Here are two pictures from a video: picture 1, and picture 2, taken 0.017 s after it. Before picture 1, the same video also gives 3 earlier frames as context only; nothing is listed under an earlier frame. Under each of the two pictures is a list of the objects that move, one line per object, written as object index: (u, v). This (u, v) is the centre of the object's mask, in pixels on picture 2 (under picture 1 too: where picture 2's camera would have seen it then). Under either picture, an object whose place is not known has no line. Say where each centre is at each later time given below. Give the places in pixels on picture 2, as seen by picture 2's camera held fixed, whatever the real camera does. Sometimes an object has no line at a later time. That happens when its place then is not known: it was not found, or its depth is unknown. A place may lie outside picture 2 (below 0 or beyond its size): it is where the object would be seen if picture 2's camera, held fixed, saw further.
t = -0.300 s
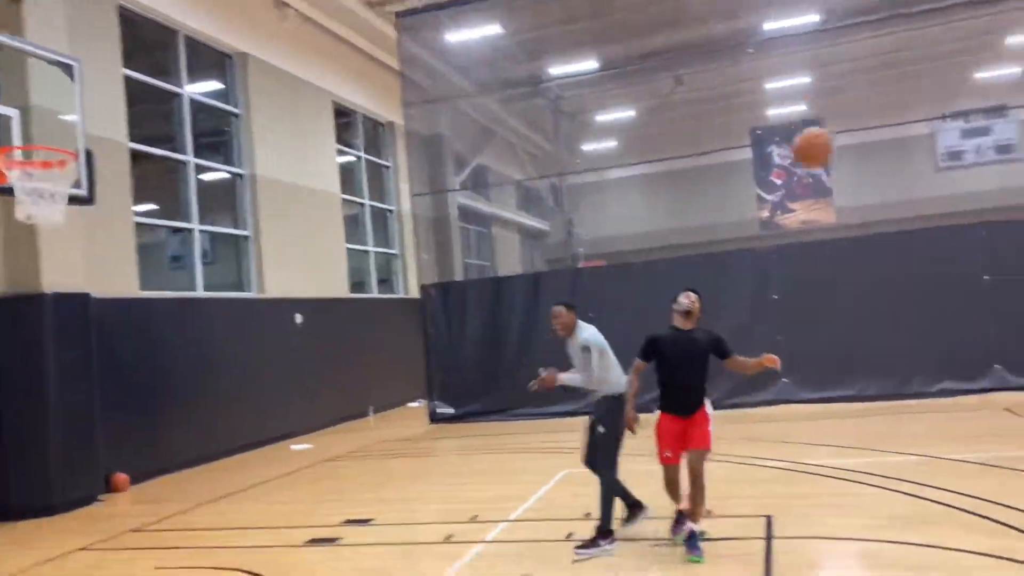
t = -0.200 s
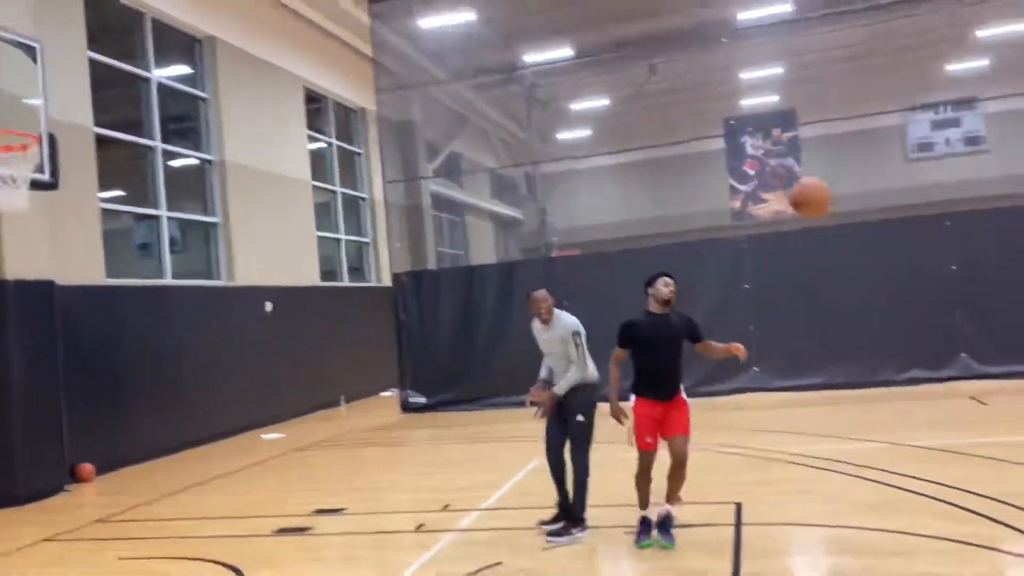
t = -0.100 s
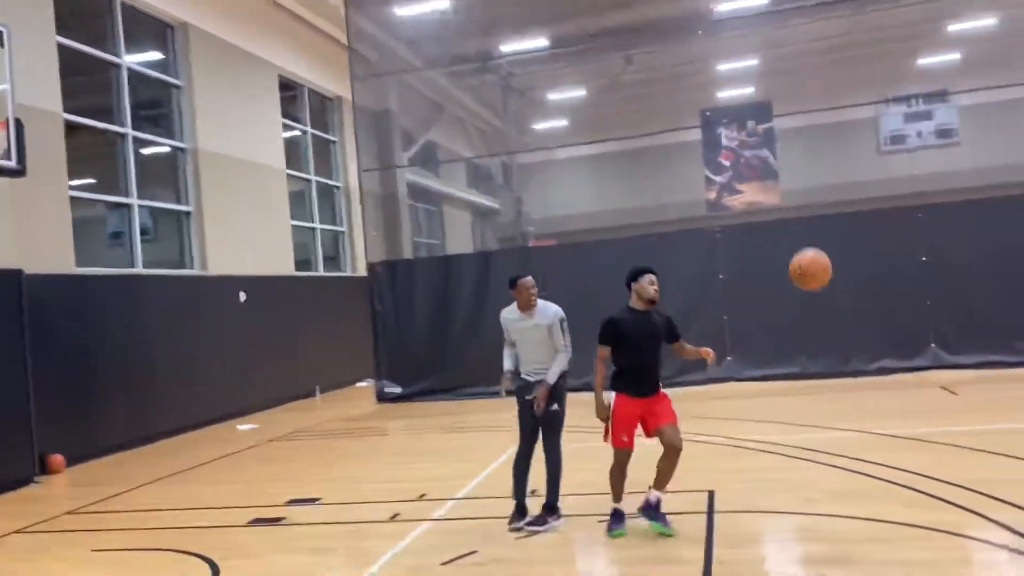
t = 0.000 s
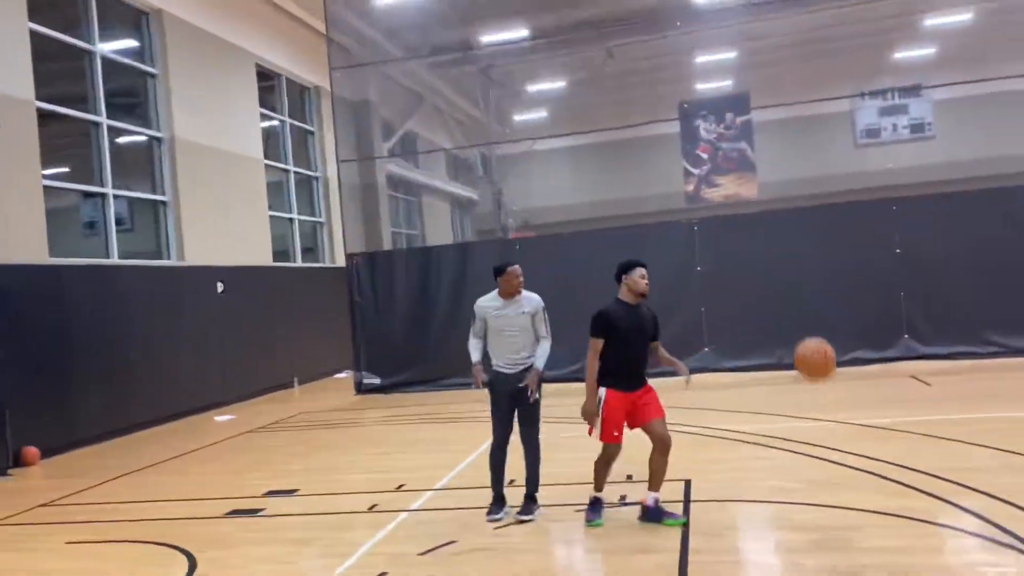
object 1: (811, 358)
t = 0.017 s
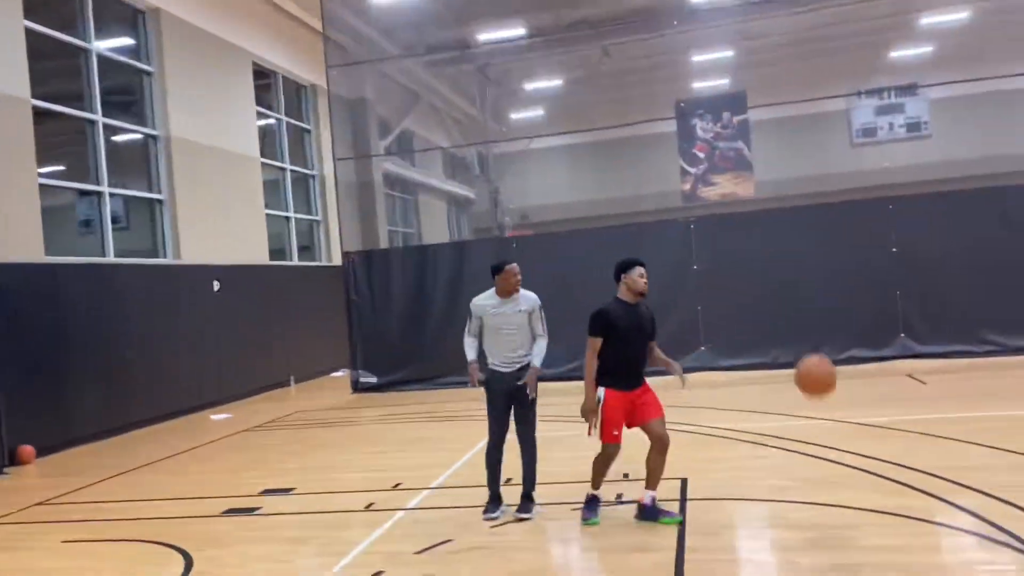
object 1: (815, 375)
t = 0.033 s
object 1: (821, 397)
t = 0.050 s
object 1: (827, 415)
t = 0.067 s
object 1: (833, 435)
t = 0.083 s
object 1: (840, 456)
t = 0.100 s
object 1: (844, 478)
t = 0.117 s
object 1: (850, 500)
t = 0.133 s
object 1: (857, 518)
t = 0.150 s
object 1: (858, 500)
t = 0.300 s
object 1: (867, 368)
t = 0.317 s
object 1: (868, 356)
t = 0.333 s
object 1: (870, 343)
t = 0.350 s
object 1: (871, 332)
